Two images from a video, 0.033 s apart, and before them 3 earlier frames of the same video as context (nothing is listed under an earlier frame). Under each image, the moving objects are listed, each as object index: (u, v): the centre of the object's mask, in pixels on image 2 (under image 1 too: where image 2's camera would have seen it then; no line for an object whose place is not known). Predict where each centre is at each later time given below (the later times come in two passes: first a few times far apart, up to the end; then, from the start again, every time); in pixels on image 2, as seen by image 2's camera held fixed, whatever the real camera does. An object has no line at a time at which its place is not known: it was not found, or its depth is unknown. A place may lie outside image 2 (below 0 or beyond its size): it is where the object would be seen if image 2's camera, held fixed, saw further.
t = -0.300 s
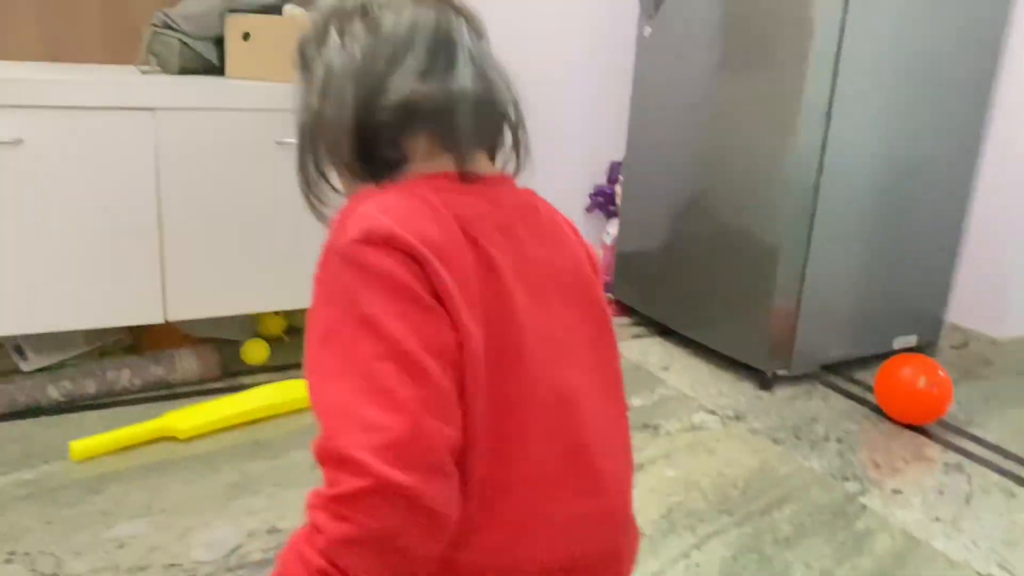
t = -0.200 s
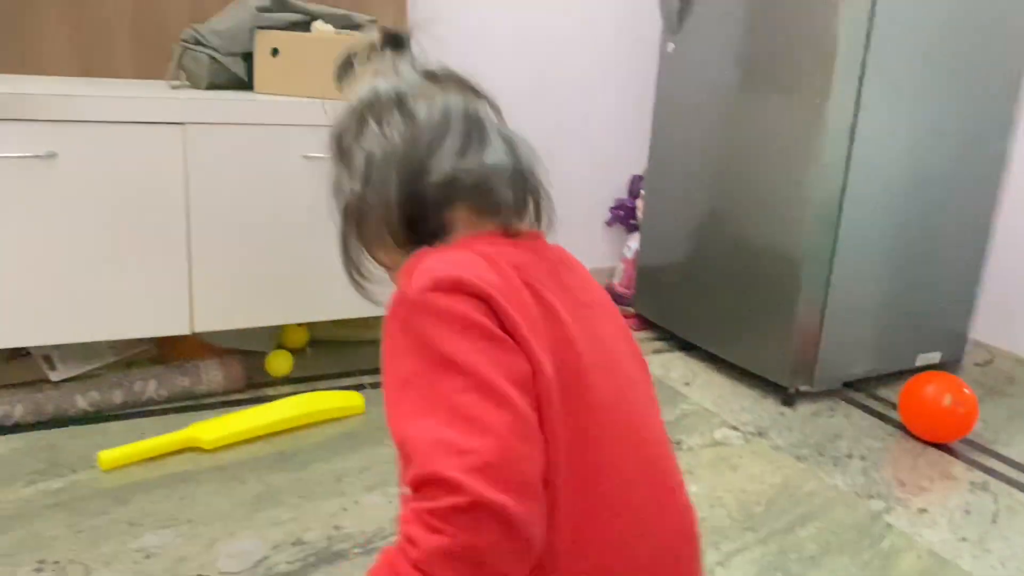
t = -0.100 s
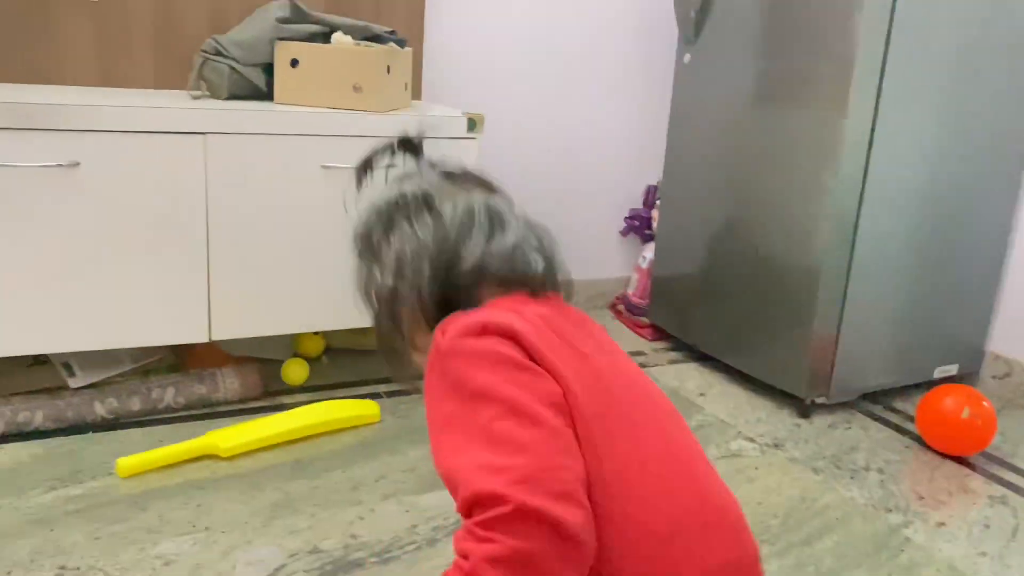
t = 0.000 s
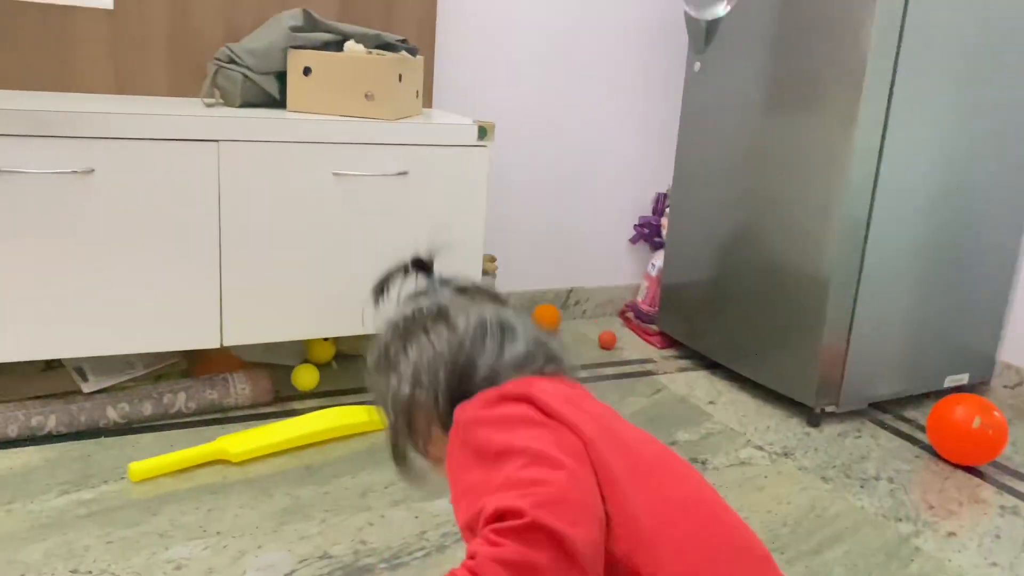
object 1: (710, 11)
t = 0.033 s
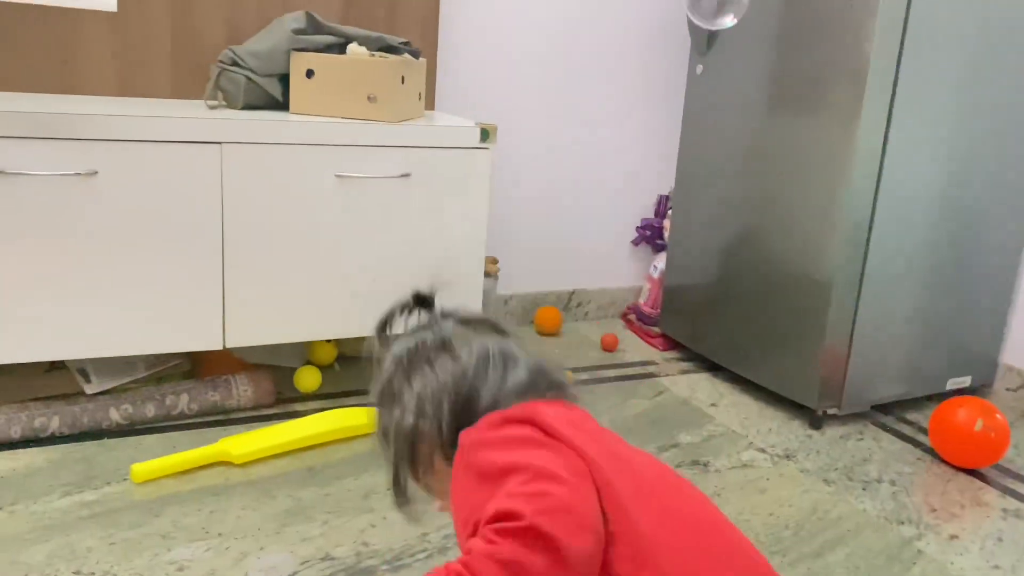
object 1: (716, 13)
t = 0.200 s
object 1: (726, 12)
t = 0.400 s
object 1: (727, 6)
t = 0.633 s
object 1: (725, 15)
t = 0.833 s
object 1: (723, 52)
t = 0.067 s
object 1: (717, 15)
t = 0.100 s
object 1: (722, 15)
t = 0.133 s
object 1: (724, 16)
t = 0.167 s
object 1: (725, 14)
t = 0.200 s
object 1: (726, 12)
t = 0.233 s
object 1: (727, 10)
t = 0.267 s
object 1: (728, 8)
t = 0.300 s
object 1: (728, 7)
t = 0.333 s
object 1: (728, 6)
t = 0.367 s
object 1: (728, 6)
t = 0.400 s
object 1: (727, 6)
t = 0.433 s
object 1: (727, 5)
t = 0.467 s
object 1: (727, 6)
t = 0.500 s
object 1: (727, 7)
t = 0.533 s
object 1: (727, 8)
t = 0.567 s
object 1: (727, 10)
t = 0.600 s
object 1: (726, 12)
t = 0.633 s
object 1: (725, 15)
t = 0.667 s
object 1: (725, 18)
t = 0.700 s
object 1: (724, 23)
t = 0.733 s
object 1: (724, 29)
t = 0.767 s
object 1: (723, 37)
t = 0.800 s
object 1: (723, 45)
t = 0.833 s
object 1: (723, 52)
